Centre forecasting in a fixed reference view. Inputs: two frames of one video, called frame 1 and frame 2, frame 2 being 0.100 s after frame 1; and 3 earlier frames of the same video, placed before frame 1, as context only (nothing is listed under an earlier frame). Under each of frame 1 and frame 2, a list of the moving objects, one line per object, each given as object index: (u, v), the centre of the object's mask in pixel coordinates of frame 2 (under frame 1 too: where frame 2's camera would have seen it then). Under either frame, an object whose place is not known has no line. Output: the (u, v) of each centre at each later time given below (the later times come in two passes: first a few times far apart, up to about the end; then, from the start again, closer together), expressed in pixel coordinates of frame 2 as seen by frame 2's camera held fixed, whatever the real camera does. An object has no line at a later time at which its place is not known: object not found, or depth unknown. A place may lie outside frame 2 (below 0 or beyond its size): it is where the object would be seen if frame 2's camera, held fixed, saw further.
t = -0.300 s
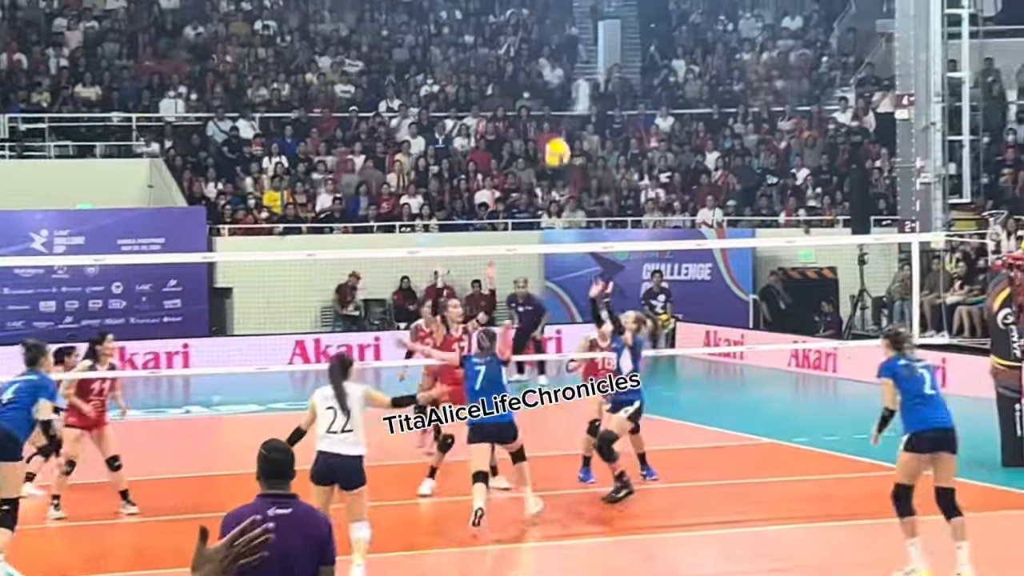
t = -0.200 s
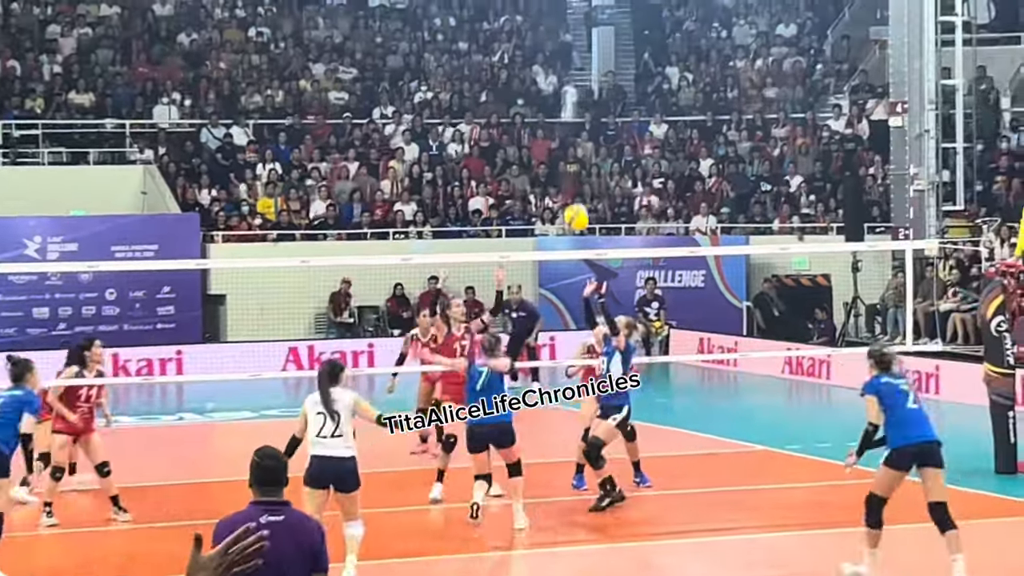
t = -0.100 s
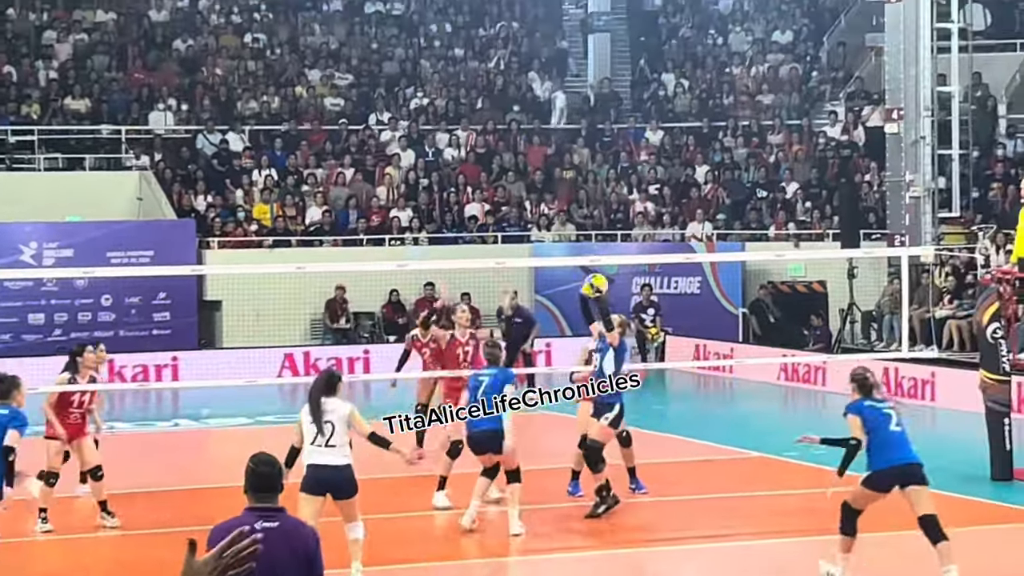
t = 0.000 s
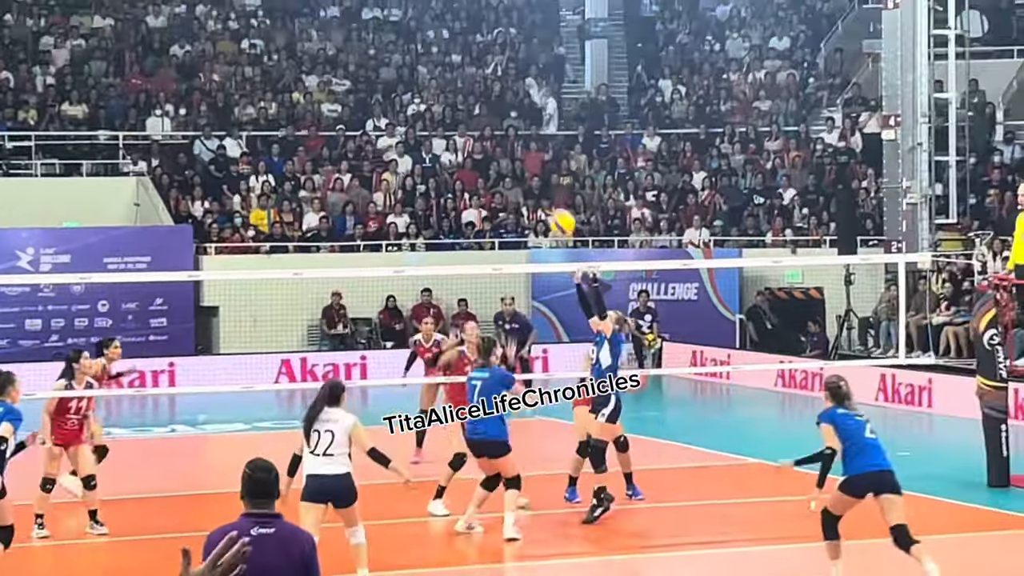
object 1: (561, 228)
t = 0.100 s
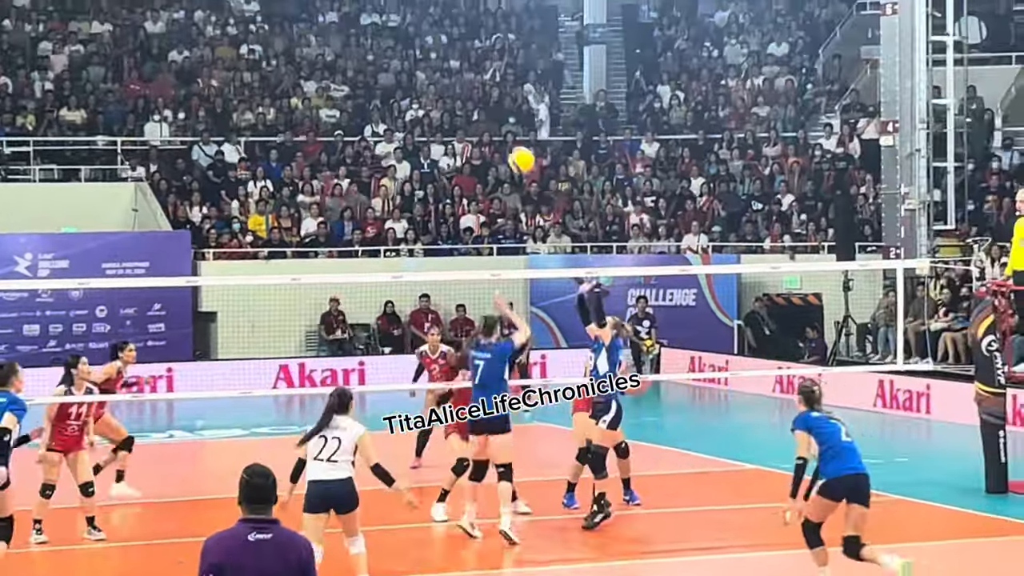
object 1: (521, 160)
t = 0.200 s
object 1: (483, 104)
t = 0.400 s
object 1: (405, 28)
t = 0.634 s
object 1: (314, -1)
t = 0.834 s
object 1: (237, 26)
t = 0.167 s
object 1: (496, 121)
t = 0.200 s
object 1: (483, 104)
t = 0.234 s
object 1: (470, 88)
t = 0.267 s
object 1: (457, 74)
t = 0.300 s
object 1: (444, 60)
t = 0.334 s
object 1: (431, 48)
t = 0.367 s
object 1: (418, 37)
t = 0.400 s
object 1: (405, 28)
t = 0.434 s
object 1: (392, 20)
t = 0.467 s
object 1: (379, 13)
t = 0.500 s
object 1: (366, 8)
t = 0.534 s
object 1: (353, 4)
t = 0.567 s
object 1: (340, 0)
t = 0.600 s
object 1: (327, -1)
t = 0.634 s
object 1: (314, -1)
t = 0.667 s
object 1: (301, 0)
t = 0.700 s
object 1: (288, 2)
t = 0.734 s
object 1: (276, 6)
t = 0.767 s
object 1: (262, 11)
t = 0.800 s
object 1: (250, 17)
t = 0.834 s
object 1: (237, 26)
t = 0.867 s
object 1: (223, 35)
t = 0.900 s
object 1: (211, 46)
